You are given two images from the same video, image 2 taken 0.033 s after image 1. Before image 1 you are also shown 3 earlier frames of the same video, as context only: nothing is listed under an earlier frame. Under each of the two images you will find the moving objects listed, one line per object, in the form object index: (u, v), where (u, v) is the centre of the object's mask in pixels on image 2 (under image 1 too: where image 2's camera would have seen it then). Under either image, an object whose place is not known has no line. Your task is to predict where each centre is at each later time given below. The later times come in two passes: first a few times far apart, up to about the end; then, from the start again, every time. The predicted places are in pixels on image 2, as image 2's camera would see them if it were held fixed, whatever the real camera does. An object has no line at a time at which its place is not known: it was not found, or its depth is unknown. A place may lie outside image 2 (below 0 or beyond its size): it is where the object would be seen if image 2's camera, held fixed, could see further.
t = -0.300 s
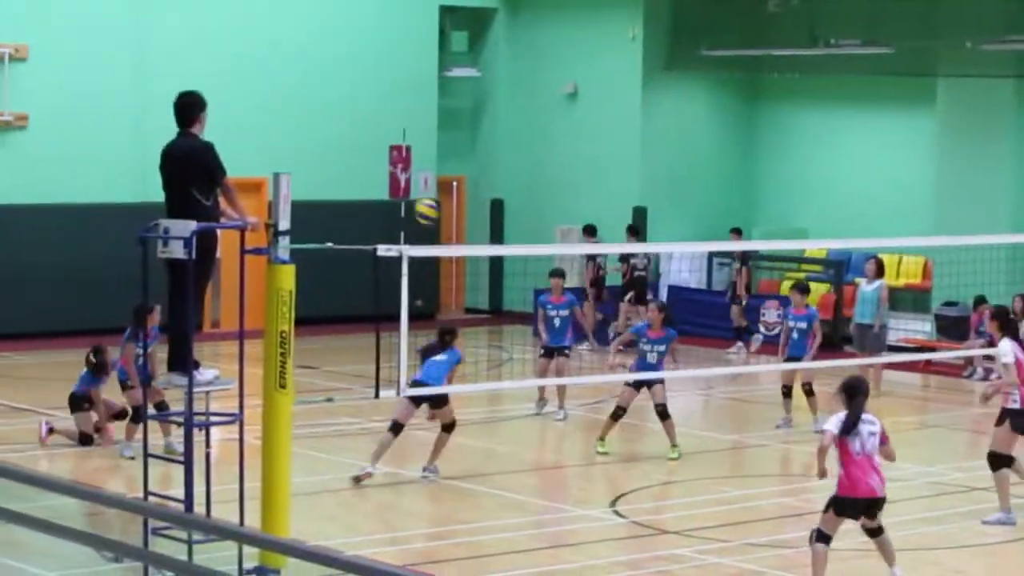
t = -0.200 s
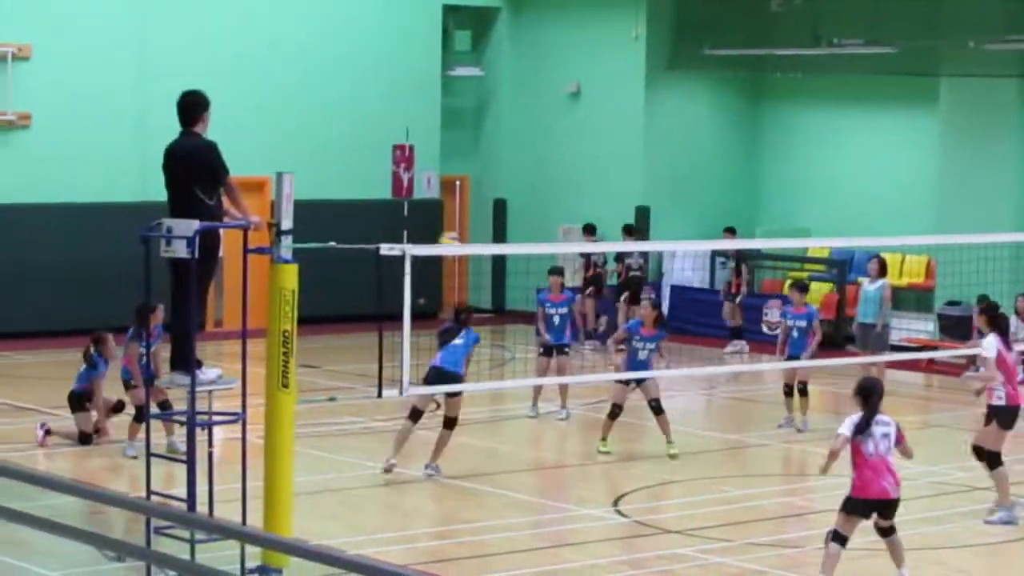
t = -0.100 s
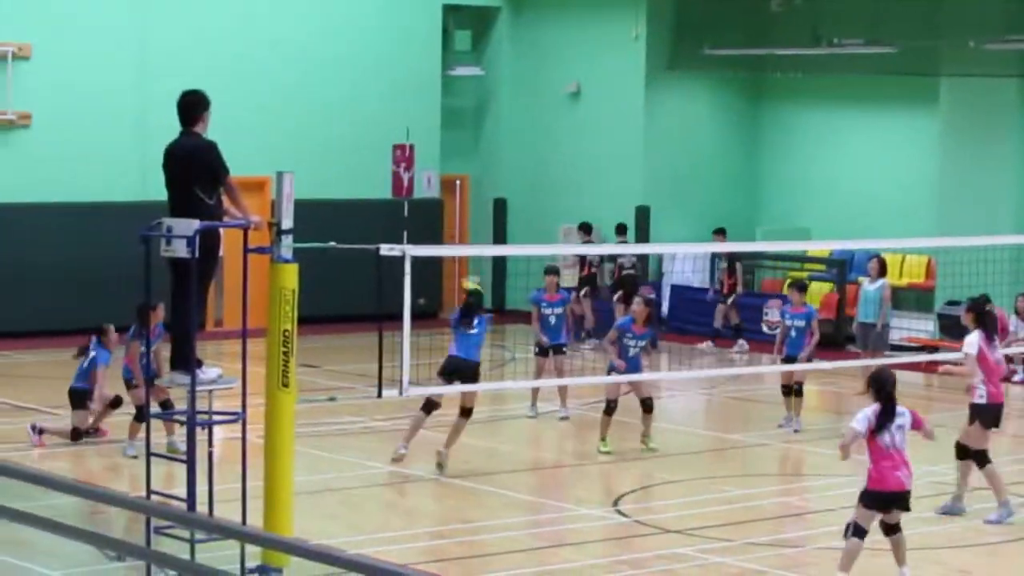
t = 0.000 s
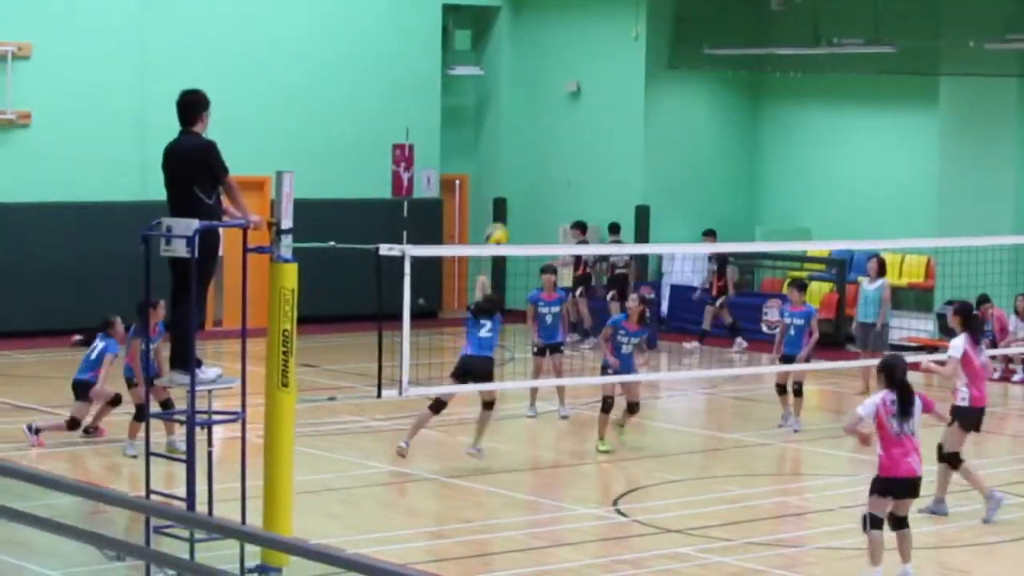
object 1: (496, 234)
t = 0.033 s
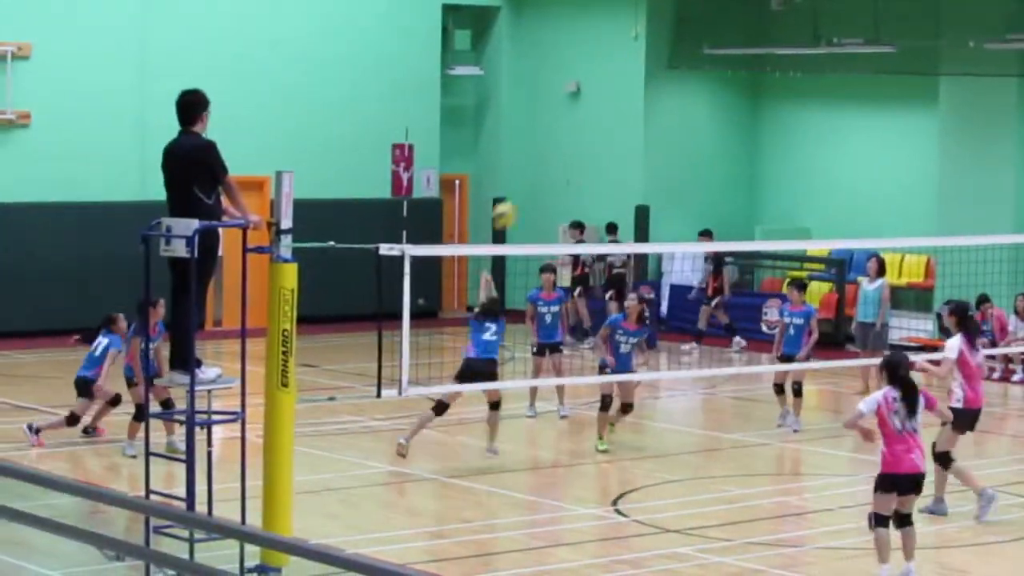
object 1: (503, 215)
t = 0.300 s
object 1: (567, 80)
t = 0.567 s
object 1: (626, 25)
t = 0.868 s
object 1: (689, 54)
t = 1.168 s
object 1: (747, 180)
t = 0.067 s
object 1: (512, 194)
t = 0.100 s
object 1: (521, 174)
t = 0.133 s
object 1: (528, 156)
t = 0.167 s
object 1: (535, 139)
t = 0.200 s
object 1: (544, 120)
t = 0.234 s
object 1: (551, 106)
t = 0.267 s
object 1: (559, 92)
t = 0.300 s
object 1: (567, 80)
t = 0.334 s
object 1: (574, 69)
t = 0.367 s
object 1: (581, 60)
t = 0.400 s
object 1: (590, 50)
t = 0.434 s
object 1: (597, 44)
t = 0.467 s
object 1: (604, 37)
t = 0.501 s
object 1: (612, 32)
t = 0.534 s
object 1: (618, 28)
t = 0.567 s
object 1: (626, 25)
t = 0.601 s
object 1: (633, 24)
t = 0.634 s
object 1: (640, 24)
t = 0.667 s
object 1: (647, 25)
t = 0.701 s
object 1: (655, 26)
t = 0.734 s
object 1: (662, 30)
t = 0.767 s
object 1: (669, 34)
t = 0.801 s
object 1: (674, 40)
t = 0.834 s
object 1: (682, 46)
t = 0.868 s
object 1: (689, 54)
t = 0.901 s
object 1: (696, 64)
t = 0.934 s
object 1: (703, 74)
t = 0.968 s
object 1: (710, 85)
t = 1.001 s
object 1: (717, 99)
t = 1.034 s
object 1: (723, 115)
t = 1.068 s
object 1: (729, 128)
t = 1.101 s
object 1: (735, 143)
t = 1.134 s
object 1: (741, 160)
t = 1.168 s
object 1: (747, 180)
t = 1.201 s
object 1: (754, 199)
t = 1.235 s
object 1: (760, 219)
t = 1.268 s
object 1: (766, 233)
